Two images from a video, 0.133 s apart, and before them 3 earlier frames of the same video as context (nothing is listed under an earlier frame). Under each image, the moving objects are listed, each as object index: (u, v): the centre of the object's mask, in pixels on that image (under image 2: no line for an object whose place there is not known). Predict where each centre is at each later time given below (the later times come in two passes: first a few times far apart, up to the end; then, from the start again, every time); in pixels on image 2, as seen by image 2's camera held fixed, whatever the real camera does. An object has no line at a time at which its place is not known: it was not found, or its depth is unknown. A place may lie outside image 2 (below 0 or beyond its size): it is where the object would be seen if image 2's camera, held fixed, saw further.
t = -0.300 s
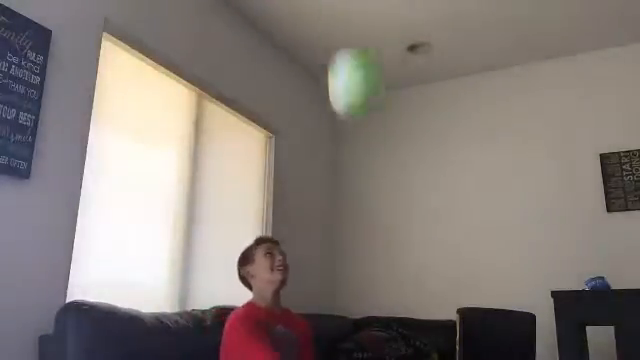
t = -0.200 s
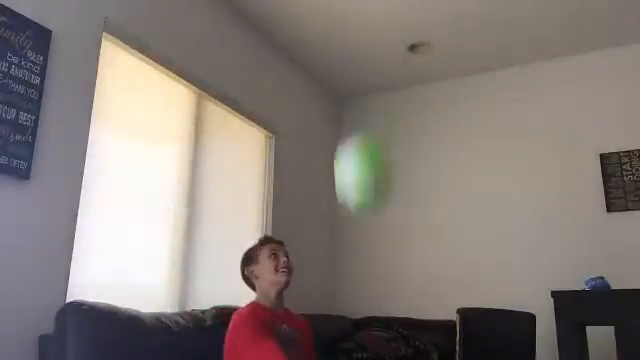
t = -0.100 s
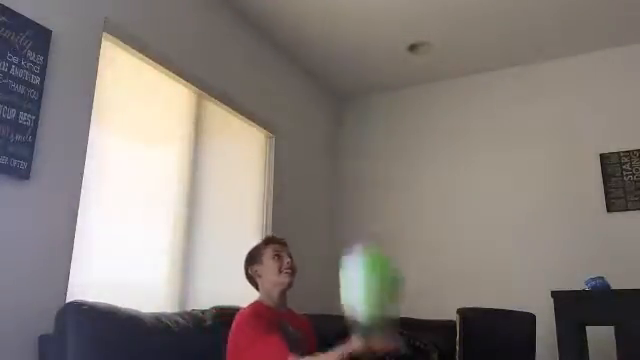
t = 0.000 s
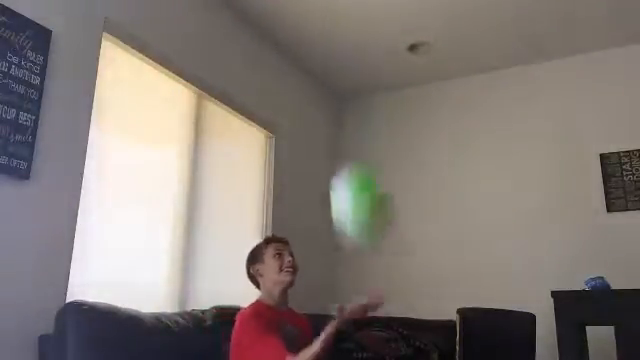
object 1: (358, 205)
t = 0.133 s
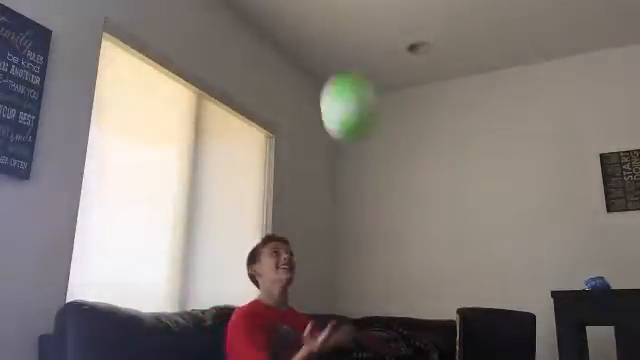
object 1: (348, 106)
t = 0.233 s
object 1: (341, 68)
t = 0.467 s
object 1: (326, 69)
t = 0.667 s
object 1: (313, 162)
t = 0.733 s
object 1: (309, 210)
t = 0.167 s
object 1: (348, 91)
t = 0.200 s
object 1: (343, 78)
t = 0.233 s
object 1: (341, 68)
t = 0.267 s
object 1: (339, 62)
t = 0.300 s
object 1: (337, 57)
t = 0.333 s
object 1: (335, 55)
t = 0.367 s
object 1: (334, 56)
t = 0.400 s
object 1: (332, 58)
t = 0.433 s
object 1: (330, 63)
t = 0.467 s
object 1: (326, 69)
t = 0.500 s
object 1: (325, 79)
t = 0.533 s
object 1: (323, 91)
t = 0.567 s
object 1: (321, 104)
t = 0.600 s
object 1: (319, 121)
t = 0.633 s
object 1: (316, 140)
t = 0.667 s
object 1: (313, 162)
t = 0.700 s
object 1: (312, 184)
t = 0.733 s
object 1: (309, 210)
